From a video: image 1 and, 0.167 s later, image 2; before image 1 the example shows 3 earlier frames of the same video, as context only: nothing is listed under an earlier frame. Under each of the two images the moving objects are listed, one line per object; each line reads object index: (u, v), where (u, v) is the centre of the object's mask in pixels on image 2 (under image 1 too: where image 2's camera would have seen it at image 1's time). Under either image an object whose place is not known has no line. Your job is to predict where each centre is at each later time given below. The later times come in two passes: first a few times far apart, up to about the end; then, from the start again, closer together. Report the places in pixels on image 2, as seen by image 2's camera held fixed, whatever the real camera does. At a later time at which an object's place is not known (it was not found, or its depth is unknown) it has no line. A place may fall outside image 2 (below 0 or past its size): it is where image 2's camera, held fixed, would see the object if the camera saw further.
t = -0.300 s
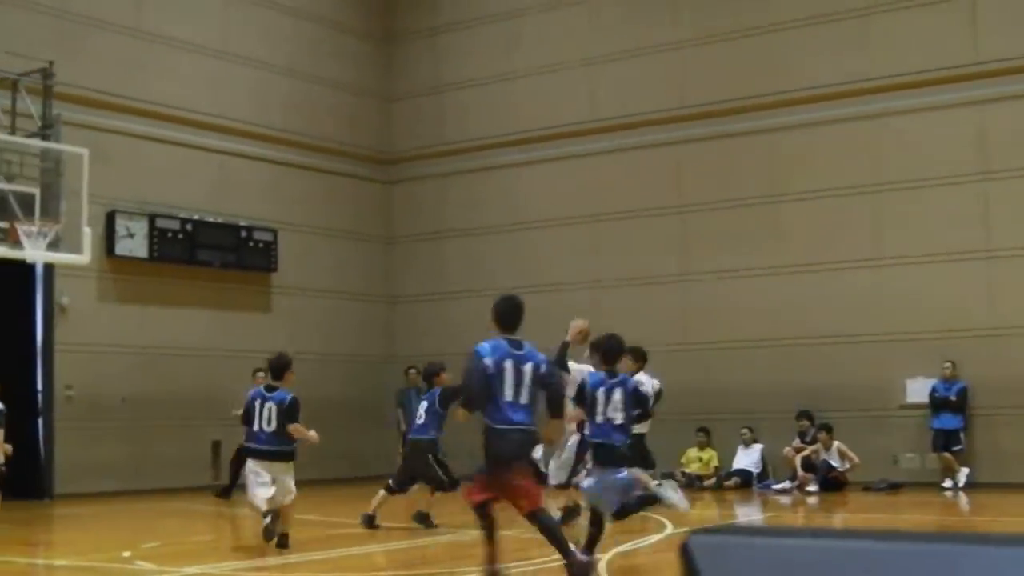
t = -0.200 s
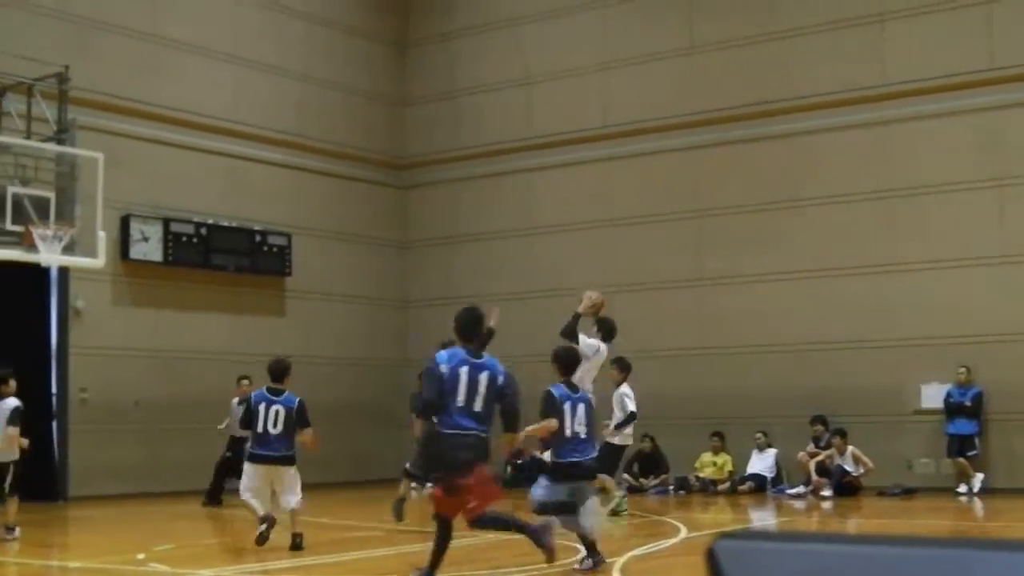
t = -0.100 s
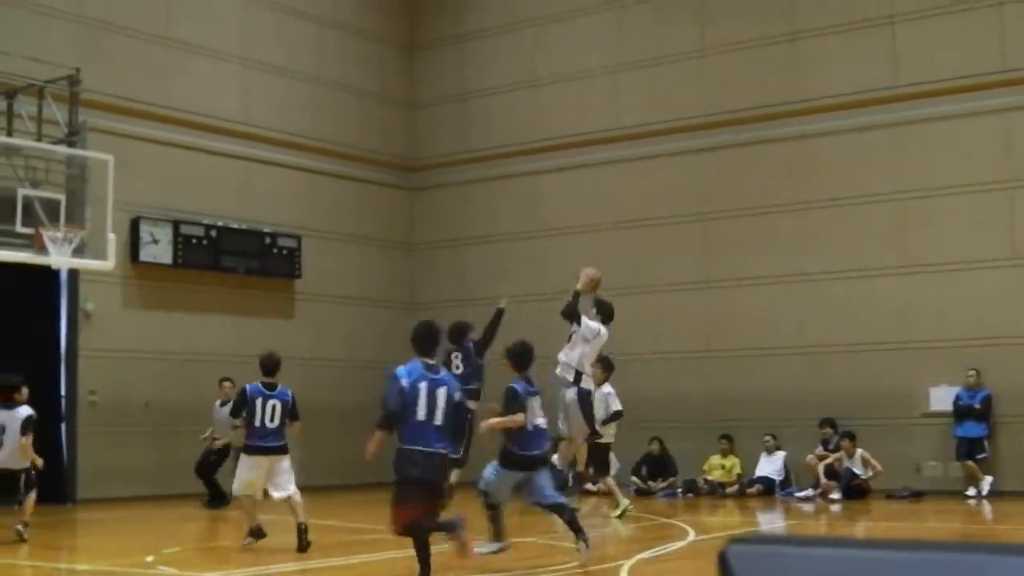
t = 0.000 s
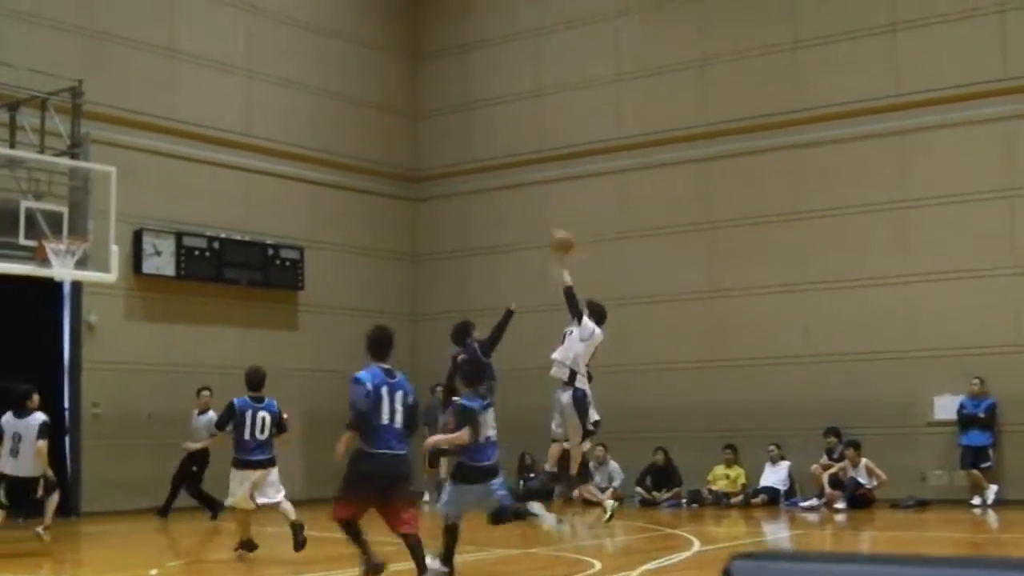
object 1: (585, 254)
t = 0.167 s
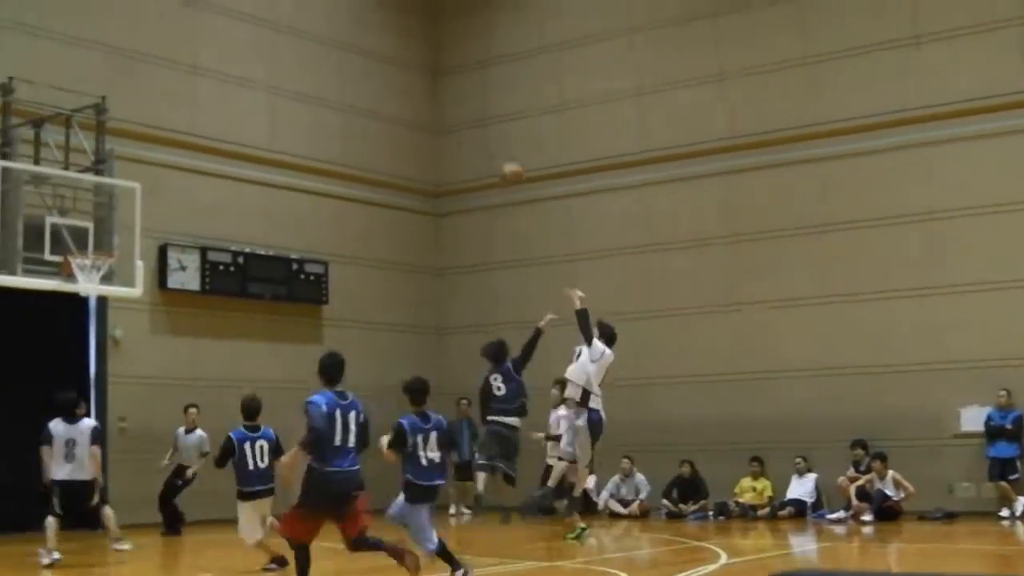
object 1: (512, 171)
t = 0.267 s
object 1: (469, 140)
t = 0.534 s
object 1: (361, 96)
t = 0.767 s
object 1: (272, 113)
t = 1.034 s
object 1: (169, 194)
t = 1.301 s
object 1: (69, 341)
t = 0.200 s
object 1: (495, 162)
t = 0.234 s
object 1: (482, 153)
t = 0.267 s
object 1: (469, 140)
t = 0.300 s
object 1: (454, 130)
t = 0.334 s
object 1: (442, 122)
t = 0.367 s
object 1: (428, 114)
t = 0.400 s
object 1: (414, 110)
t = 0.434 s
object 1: (400, 104)
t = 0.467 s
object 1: (386, 100)
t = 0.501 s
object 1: (373, 98)
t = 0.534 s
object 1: (361, 96)
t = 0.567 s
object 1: (348, 94)
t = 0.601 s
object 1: (336, 95)
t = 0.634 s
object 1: (323, 97)
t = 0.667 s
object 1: (311, 99)
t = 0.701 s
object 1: (298, 103)
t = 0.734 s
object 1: (284, 107)
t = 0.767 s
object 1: (272, 113)
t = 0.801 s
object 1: (260, 120)
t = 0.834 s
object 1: (247, 127)
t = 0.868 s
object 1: (234, 136)
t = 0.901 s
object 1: (222, 145)
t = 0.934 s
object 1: (208, 155)
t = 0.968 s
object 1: (195, 167)
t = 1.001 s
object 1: (183, 181)
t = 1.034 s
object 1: (169, 194)
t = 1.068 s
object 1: (156, 209)
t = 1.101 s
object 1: (145, 223)
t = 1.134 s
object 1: (131, 242)
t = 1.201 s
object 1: (106, 280)
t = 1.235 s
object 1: (95, 300)
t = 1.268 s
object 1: (81, 319)
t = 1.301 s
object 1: (69, 341)
